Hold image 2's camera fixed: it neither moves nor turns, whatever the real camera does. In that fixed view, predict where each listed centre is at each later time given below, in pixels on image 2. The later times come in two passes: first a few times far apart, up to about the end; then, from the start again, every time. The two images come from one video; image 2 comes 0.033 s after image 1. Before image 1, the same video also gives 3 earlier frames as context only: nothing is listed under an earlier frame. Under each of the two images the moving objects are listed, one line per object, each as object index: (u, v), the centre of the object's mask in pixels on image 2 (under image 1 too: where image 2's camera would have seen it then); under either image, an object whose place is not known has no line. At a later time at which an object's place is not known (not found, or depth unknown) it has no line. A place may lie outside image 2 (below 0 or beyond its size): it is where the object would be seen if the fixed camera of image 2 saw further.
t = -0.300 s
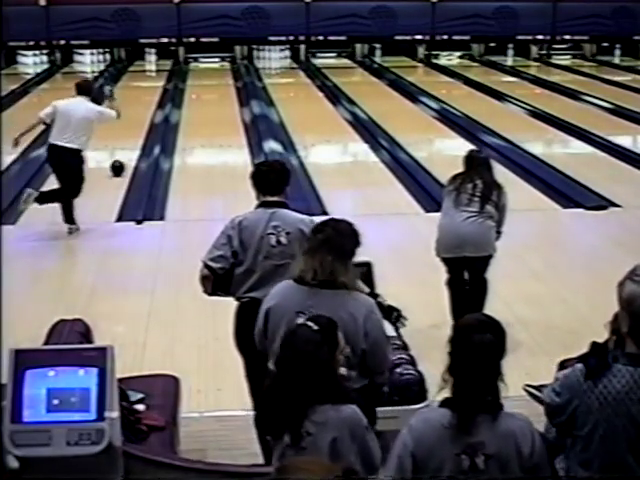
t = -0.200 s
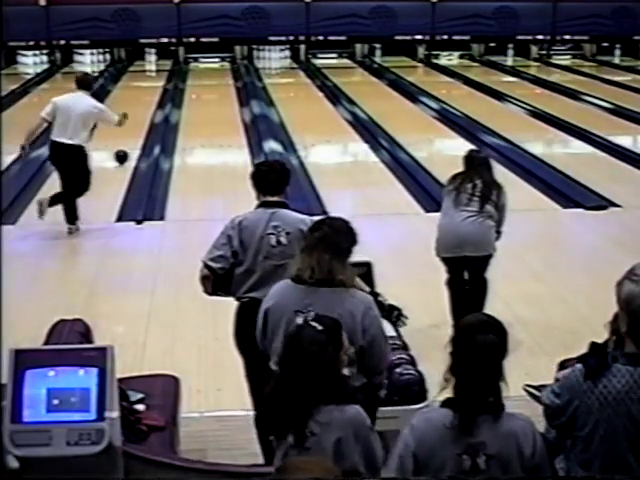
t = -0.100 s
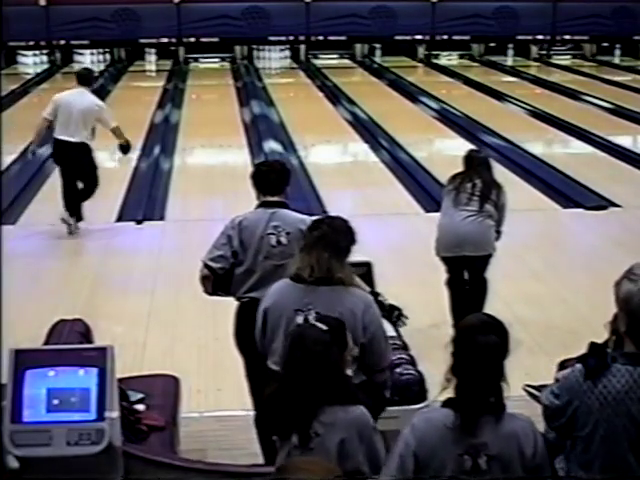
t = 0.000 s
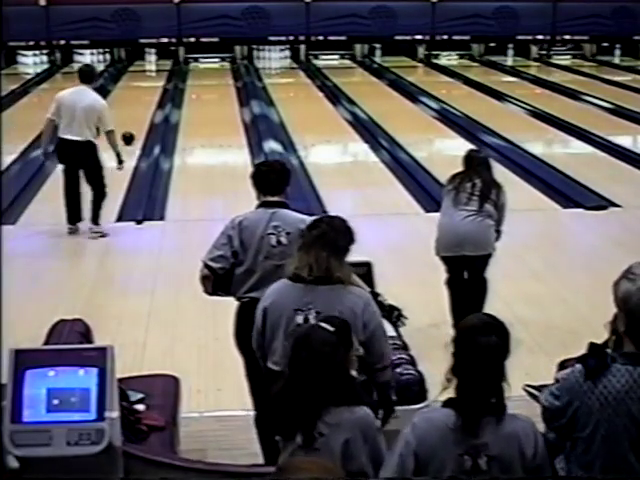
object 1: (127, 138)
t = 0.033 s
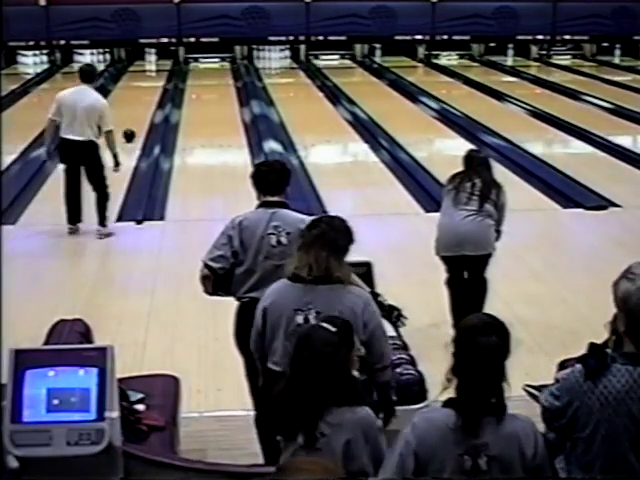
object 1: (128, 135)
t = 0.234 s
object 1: (134, 120)
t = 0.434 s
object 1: (138, 108)
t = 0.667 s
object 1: (142, 96)
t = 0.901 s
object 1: (145, 86)
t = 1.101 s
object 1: (147, 79)
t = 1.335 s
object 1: (148, 72)
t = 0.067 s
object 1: (129, 132)
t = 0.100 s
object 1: (130, 130)
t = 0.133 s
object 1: (131, 127)
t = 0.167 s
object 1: (132, 125)
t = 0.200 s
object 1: (133, 122)
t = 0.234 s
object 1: (134, 120)
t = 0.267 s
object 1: (135, 118)
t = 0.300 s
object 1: (135, 116)
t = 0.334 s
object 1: (136, 114)
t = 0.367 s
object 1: (137, 112)
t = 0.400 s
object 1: (137, 110)
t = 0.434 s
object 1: (138, 108)
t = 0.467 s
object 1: (139, 106)
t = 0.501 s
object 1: (139, 104)
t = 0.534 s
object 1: (140, 102)
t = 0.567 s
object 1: (140, 101)
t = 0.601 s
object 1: (141, 99)
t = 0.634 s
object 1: (142, 98)
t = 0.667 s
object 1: (142, 96)
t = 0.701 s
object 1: (142, 94)
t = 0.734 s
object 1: (143, 93)
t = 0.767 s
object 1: (143, 92)
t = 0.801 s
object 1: (144, 90)
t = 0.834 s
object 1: (144, 89)
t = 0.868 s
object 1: (145, 88)
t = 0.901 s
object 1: (145, 86)
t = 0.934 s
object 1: (145, 85)
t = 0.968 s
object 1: (146, 84)
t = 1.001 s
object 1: (146, 83)
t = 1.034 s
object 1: (147, 80)
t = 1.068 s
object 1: (147, 80)
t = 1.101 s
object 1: (147, 79)
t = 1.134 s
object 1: (148, 78)
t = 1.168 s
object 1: (147, 77)
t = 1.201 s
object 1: (148, 76)
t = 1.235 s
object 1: (148, 75)
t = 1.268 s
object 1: (148, 74)
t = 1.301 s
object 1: (148, 73)
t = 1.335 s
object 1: (148, 72)
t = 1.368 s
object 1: (148, 71)
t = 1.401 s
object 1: (149, 70)
